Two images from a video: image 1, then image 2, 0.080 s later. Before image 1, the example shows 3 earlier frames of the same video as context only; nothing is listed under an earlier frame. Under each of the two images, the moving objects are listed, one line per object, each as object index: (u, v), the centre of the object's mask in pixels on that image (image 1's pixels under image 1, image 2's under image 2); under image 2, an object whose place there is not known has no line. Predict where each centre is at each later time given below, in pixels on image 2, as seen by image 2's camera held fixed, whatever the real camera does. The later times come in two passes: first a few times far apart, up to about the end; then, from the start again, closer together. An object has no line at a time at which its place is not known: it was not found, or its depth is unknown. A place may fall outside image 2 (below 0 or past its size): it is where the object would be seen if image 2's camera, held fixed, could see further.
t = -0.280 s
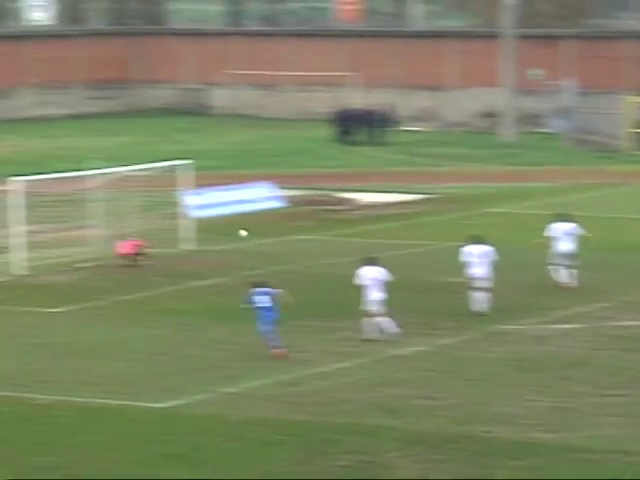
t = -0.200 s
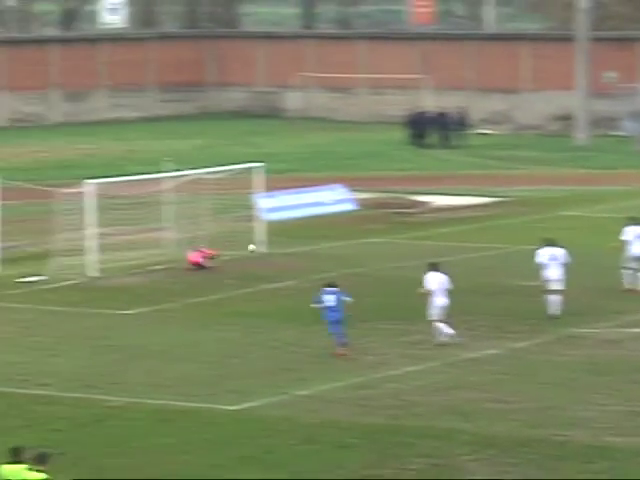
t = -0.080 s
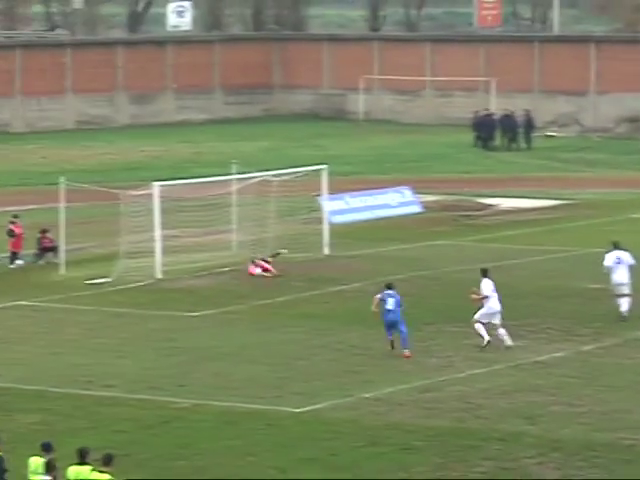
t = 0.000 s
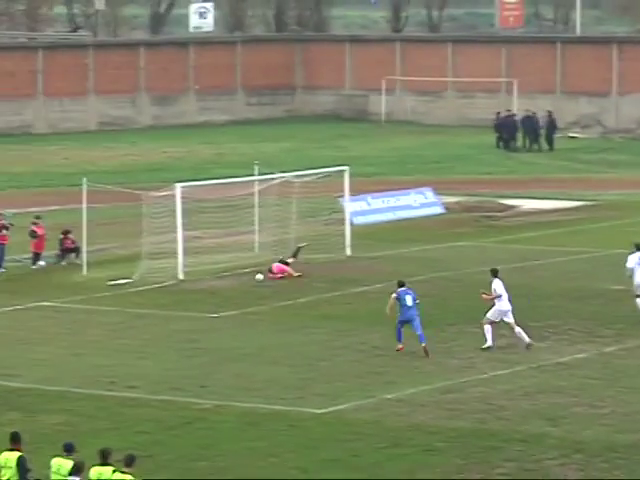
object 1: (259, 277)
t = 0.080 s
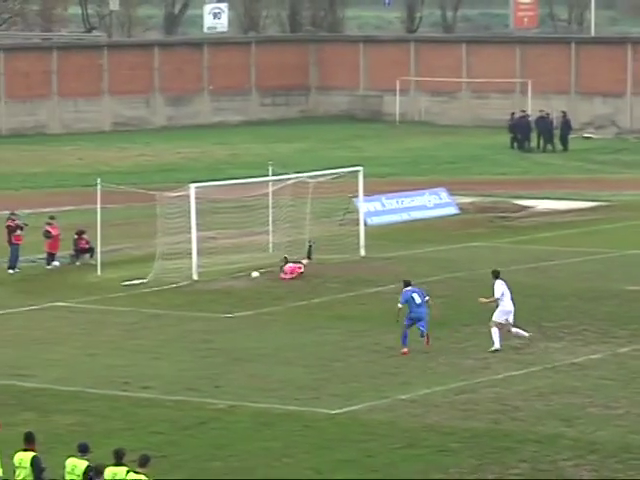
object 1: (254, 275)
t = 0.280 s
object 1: (209, 281)
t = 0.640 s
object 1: (129, 298)
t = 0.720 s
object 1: (112, 301)
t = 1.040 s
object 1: (45, 317)
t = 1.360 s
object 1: (-23, 333)
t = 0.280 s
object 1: (209, 281)
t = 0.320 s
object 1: (200, 285)
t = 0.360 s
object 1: (190, 288)
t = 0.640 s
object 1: (129, 298)
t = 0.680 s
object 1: (121, 299)
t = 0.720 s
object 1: (112, 301)
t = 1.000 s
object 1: (53, 317)
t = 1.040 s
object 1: (45, 317)
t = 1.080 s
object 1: (37, 319)
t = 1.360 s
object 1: (-23, 333)
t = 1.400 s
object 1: (-32, 335)
